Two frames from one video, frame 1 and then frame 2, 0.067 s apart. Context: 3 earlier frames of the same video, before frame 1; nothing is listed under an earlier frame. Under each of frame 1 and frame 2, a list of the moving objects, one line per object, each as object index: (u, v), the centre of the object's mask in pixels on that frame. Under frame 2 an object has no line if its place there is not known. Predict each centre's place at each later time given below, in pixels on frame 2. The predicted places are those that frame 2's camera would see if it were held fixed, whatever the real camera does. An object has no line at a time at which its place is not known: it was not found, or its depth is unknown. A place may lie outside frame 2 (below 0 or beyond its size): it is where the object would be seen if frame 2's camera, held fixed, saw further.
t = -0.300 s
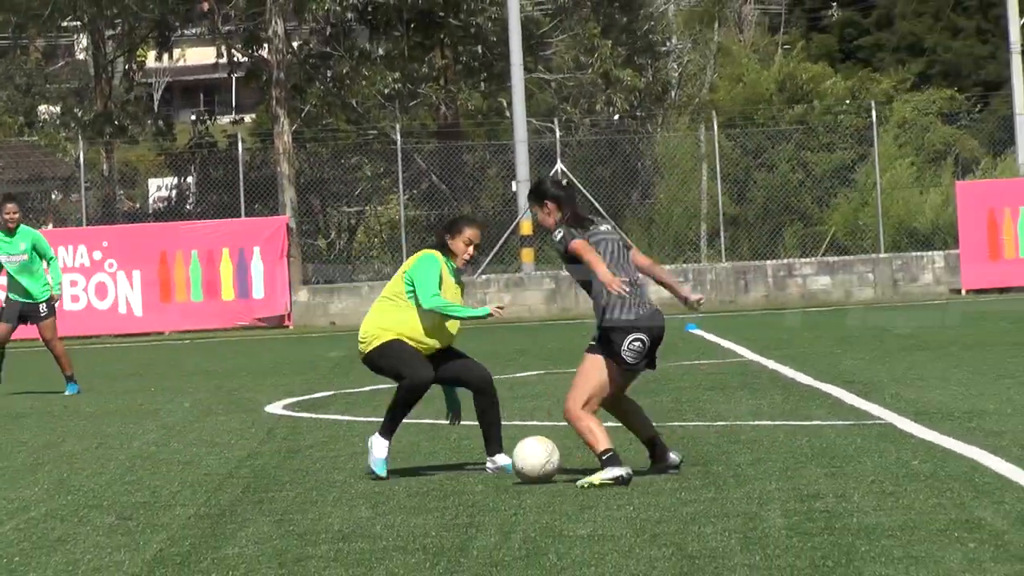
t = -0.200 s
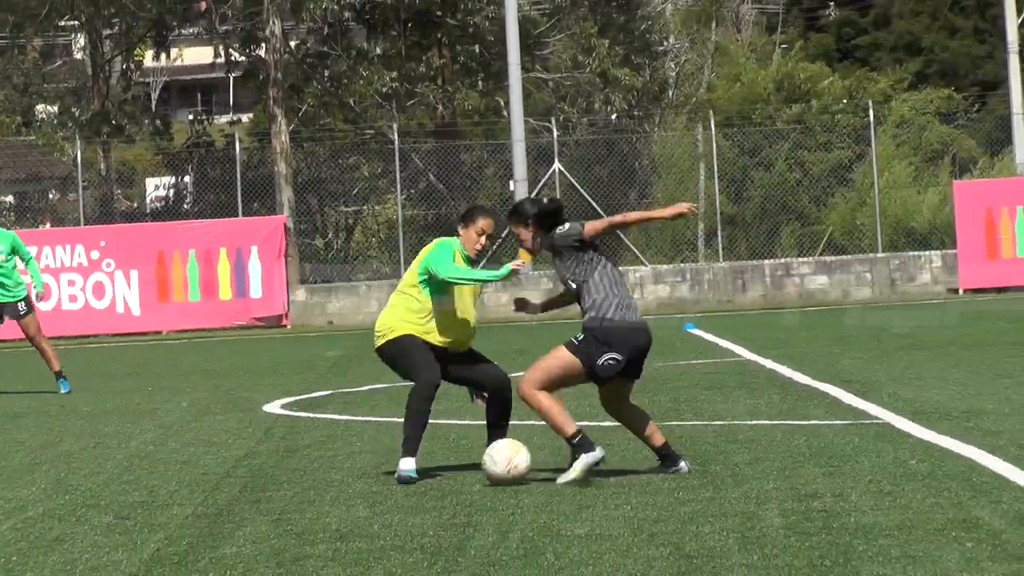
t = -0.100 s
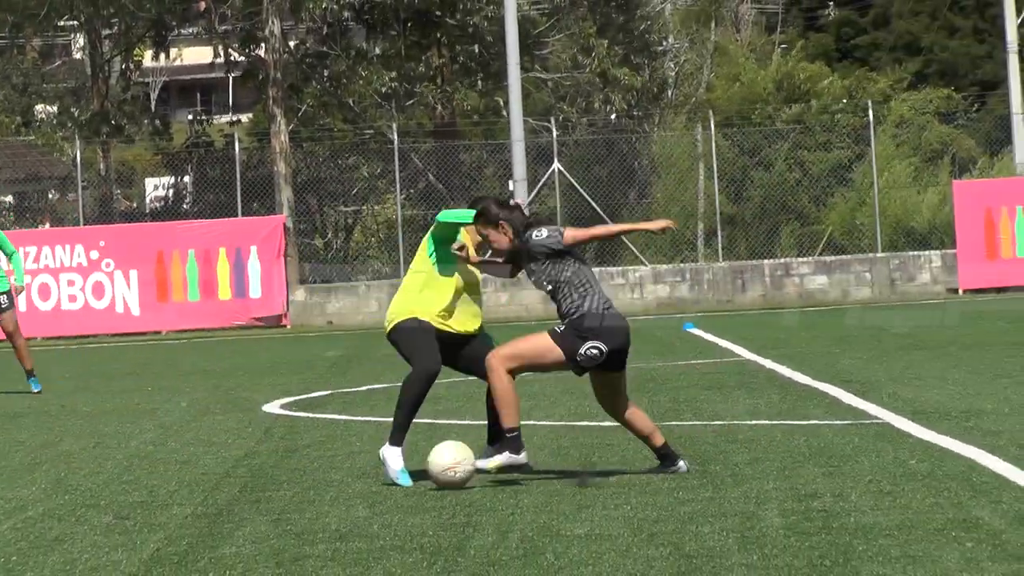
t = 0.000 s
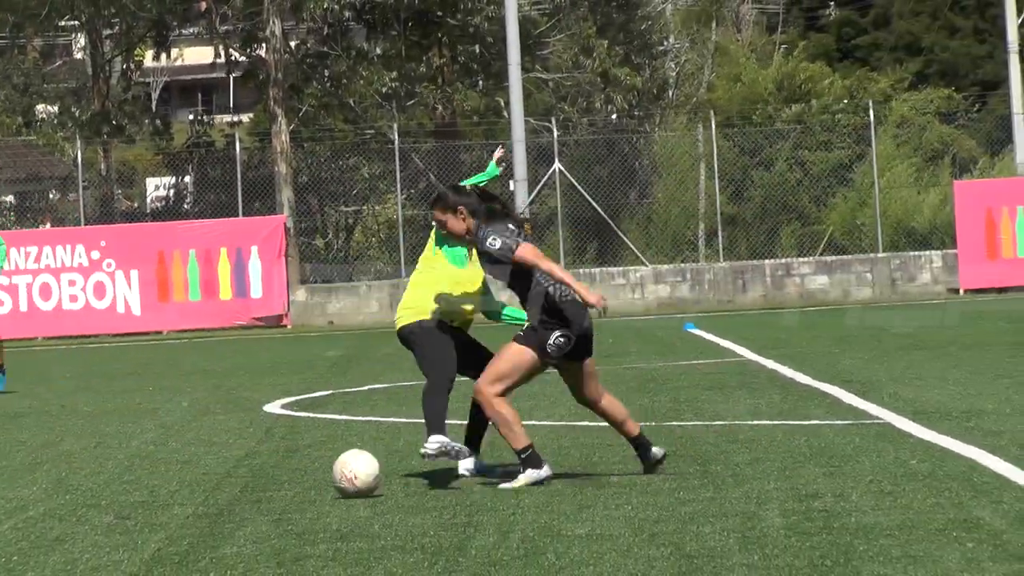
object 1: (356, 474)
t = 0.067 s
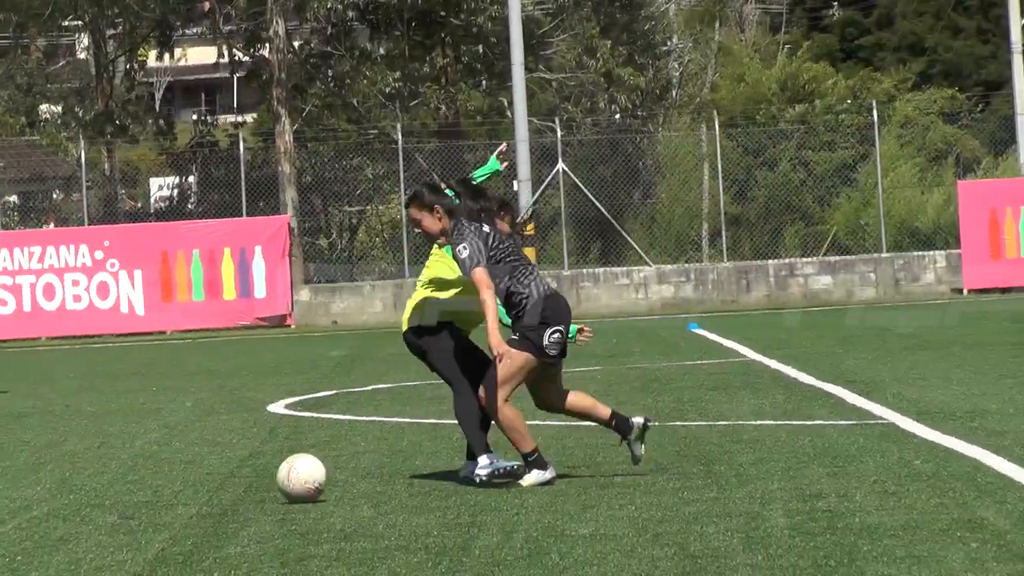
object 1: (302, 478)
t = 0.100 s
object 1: (273, 482)
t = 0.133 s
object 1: (247, 483)
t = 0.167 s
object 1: (221, 485)
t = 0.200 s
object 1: (195, 489)
